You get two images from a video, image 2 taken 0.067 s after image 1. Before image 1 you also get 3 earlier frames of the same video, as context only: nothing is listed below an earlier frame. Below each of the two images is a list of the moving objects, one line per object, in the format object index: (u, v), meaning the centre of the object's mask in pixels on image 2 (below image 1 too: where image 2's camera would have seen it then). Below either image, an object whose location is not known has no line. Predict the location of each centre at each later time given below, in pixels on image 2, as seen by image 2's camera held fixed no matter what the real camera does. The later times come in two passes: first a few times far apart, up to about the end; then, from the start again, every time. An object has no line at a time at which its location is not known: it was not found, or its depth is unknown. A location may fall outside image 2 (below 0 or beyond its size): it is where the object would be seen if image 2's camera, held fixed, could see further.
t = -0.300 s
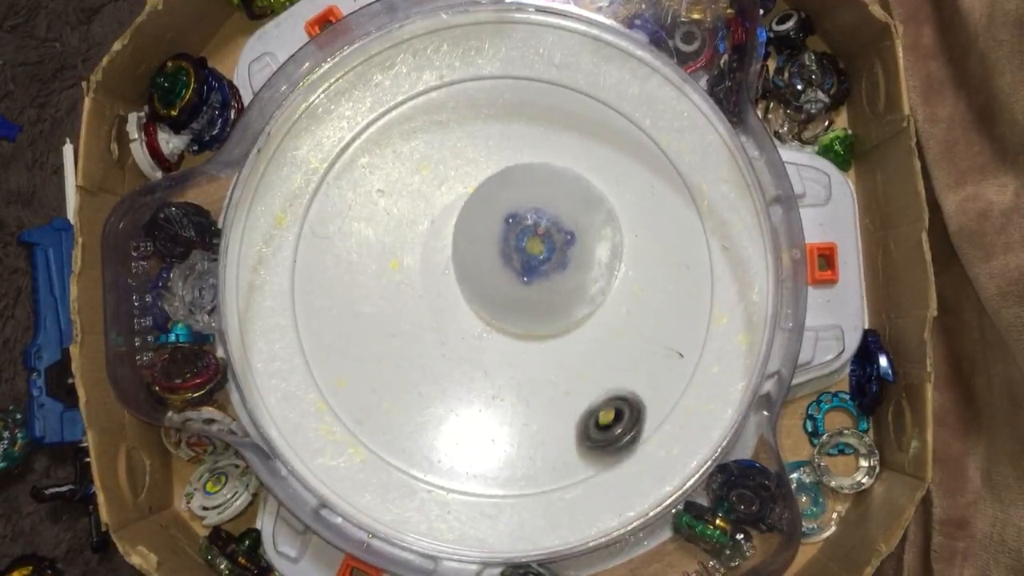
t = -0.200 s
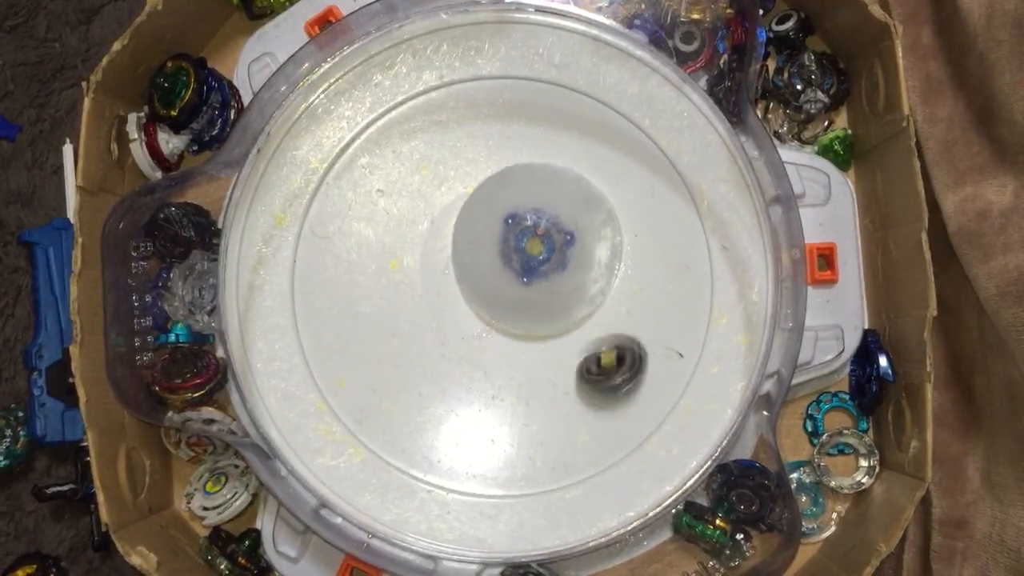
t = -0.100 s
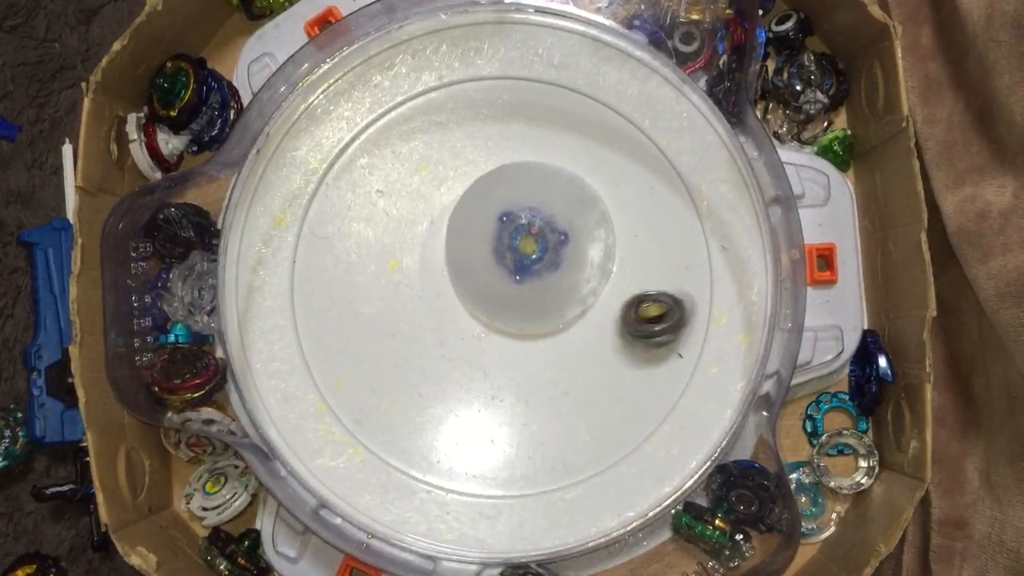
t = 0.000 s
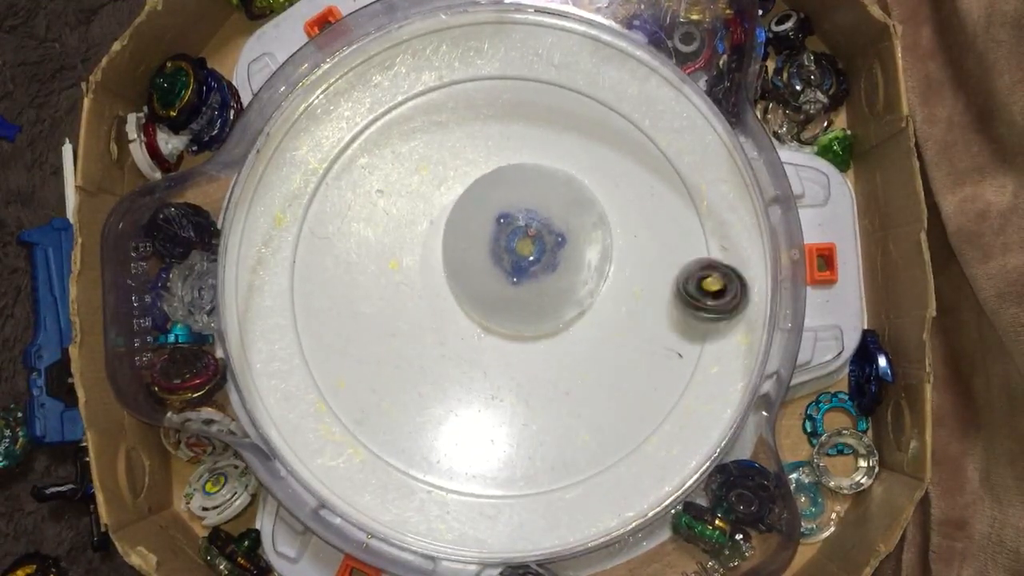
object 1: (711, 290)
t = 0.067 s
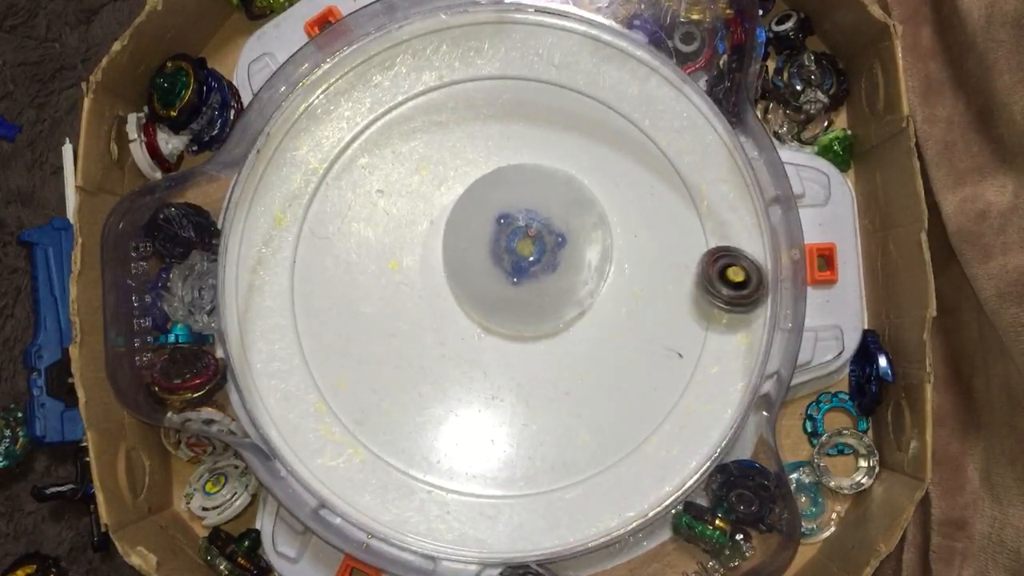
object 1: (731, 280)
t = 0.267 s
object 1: (724, 283)
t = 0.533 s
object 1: (634, 310)
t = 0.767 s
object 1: (606, 324)
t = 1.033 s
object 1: (580, 360)
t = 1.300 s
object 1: (532, 398)
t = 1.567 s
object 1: (512, 372)
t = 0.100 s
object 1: (737, 278)
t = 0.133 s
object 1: (738, 279)
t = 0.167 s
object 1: (738, 280)
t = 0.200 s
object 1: (736, 281)
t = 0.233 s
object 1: (732, 282)
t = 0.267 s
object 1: (724, 283)
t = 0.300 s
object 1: (715, 285)
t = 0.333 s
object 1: (703, 285)
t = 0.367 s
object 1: (691, 287)
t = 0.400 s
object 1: (673, 290)
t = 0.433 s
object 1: (653, 291)
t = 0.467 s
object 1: (635, 293)
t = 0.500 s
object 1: (633, 302)
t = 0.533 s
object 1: (634, 310)
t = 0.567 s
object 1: (633, 315)
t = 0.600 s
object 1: (629, 319)
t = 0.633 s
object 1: (625, 321)
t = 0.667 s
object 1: (620, 323)
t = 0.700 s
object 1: (616, 324)
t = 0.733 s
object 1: (610, 324)
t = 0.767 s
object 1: (606, 324)
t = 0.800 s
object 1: (605, 326)
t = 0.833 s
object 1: (604, 330)
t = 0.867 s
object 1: (602, 335)
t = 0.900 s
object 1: (599, 340)
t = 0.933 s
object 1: (594, 347)
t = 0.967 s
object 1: (588, 350)
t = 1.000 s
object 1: (582, 354)
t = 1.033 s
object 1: (580, 360)
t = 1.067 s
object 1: (578, 369)
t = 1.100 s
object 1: (575, 376)
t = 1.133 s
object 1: (569, 385)
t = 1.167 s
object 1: (564, 389)
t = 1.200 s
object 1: (556, 395)
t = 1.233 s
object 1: (548, 396)
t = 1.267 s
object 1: (540, 399)
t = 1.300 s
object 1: (532, 398)
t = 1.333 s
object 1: (524, 396)
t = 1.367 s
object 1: (518, 393)
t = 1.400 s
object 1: (515, 387)
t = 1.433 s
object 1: (513, 379)
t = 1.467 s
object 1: (510, 373)
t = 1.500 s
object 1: (508, 368)
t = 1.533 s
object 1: (509, 371)
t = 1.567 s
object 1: (512, 372)
